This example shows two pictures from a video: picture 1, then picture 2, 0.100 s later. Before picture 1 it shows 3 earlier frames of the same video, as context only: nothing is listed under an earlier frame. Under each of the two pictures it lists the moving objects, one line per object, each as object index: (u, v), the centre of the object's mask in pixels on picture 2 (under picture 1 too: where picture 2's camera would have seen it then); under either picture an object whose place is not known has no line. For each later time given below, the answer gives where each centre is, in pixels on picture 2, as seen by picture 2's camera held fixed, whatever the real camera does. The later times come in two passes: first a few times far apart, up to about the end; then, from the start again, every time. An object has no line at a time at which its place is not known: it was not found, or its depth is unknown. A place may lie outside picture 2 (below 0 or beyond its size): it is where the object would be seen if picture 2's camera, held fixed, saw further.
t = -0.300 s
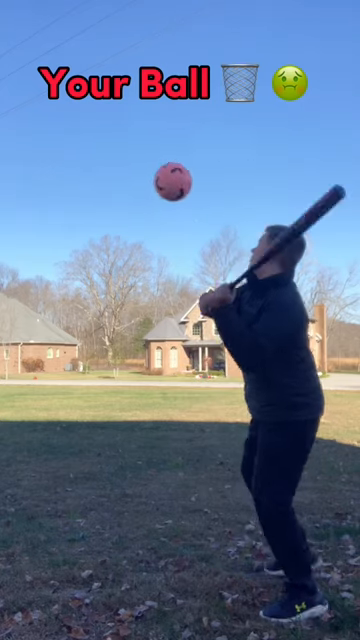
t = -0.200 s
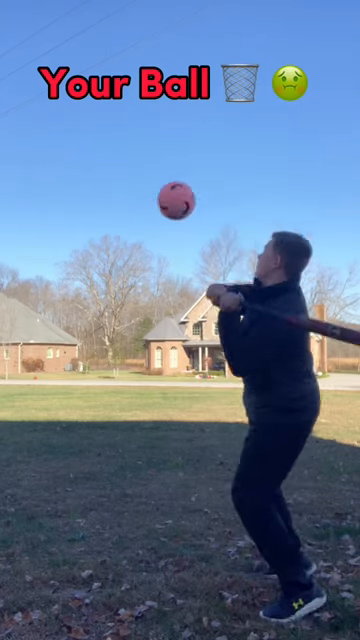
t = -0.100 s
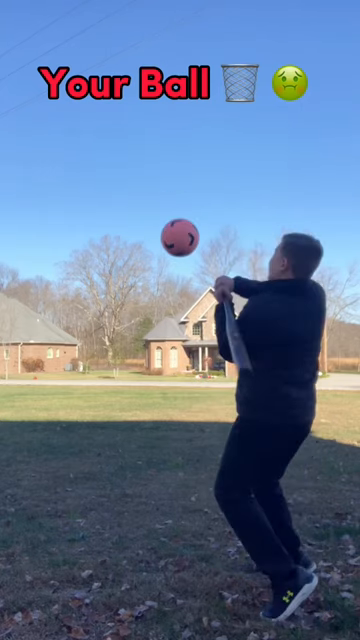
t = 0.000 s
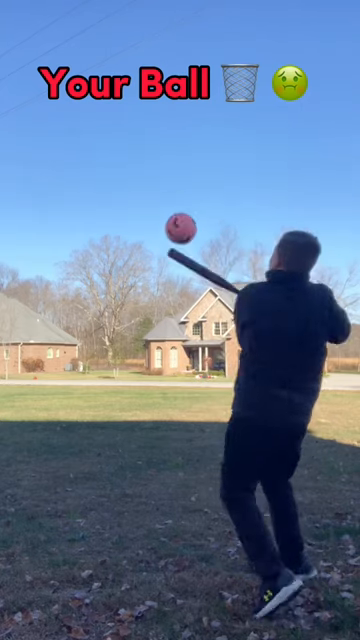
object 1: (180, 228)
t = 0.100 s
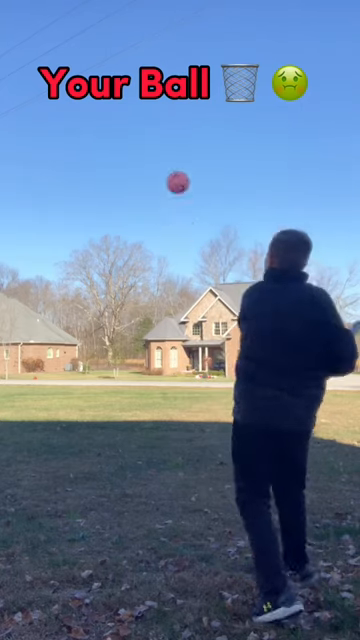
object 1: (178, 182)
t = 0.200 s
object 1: (176, 164)
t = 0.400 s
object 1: (169, 162)
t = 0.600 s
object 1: (163, 177)
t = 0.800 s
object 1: (157, 199)
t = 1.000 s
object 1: (152, 228)
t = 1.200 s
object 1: (148, 260)
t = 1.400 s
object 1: (145, 296)
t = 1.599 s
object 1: (144, 335)
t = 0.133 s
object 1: (177, 174)
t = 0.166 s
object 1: (176, 169)
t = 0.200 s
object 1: (176, 164)
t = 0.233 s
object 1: (175, 162)
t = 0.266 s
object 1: (174, 160)
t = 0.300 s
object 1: (173, 160)
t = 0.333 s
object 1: (172, 160)
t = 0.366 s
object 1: (170, 161)
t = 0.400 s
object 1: (169, 162)
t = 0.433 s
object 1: (168, 163)
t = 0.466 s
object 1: (167, 166)
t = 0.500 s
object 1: (166, 168)
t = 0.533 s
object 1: (165, 171)
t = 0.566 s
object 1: (164, 174)
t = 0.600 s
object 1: (163, 177)
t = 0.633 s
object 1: (162, 180)
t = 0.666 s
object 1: (161, 183)
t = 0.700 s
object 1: (159, 187)
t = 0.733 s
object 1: (159, 191)
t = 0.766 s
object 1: (158, 195)
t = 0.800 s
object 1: (157, 199)
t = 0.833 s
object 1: (156, 203)
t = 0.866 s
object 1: (155, 208)
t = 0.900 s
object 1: (155, 213)
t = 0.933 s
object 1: (153, 218)
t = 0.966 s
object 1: (152, 222)
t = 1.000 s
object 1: (152, 228)
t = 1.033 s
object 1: (150, 233)
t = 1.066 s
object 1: (150, 238)
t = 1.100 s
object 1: (149, 243)
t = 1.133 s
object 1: (149, 249)
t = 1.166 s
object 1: (148, 254)
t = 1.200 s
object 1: (148, 260)
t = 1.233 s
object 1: (147, 267)
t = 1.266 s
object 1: (147, 272)
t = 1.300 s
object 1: (147, 278)
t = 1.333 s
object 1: (146, 285)
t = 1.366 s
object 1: (146, 290)
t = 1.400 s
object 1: (145, 296)
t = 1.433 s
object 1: (145, 303)
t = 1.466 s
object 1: (145, 309)
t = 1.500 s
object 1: (145, 315)
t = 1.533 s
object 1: (145, 322)
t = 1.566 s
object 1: (144, 328)
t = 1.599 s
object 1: (144, 335)
